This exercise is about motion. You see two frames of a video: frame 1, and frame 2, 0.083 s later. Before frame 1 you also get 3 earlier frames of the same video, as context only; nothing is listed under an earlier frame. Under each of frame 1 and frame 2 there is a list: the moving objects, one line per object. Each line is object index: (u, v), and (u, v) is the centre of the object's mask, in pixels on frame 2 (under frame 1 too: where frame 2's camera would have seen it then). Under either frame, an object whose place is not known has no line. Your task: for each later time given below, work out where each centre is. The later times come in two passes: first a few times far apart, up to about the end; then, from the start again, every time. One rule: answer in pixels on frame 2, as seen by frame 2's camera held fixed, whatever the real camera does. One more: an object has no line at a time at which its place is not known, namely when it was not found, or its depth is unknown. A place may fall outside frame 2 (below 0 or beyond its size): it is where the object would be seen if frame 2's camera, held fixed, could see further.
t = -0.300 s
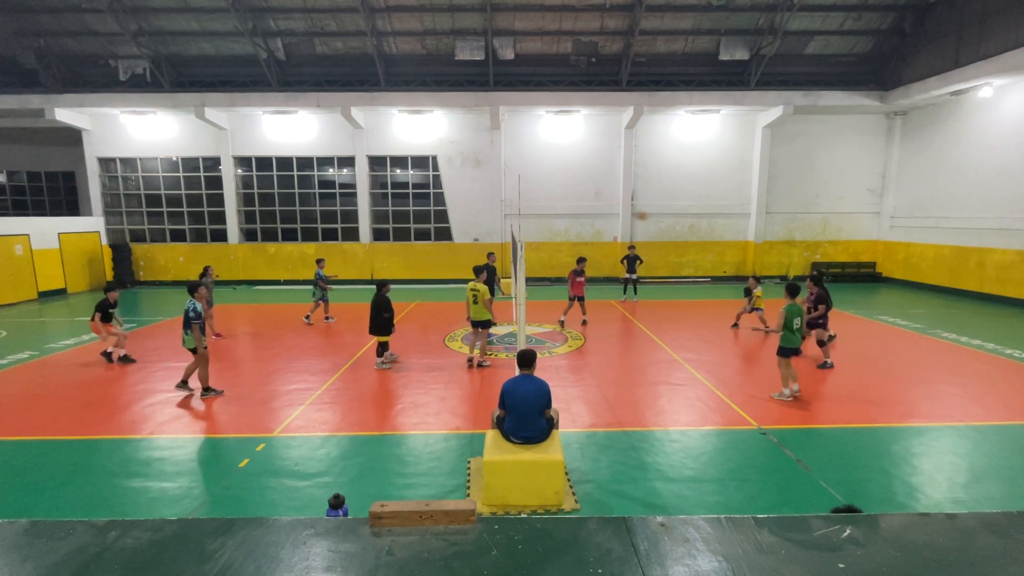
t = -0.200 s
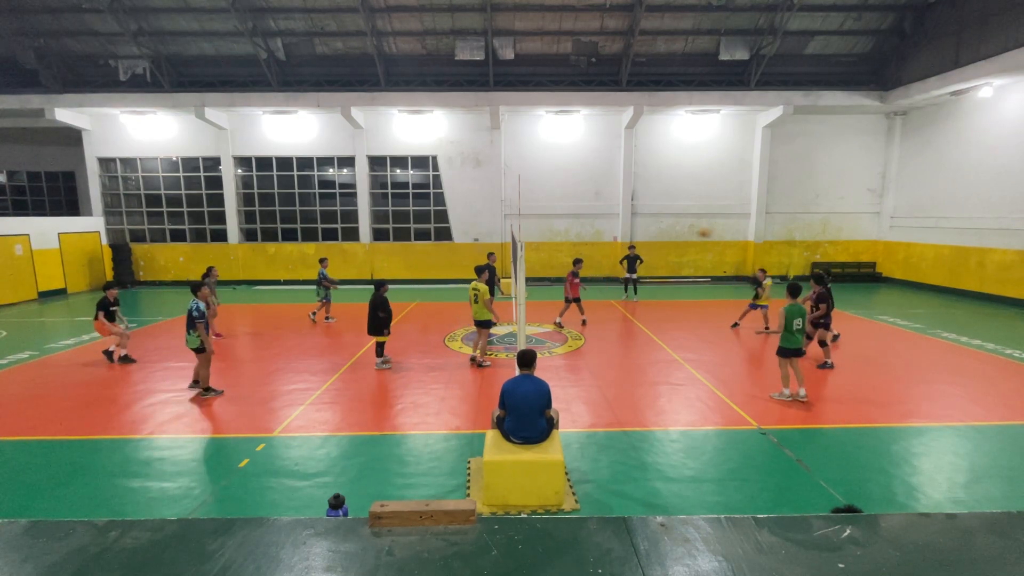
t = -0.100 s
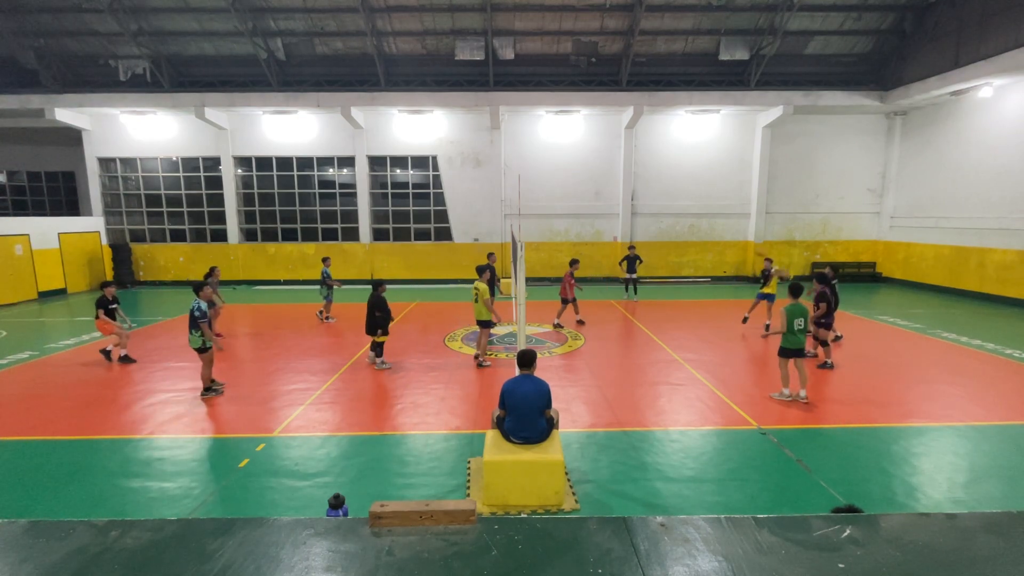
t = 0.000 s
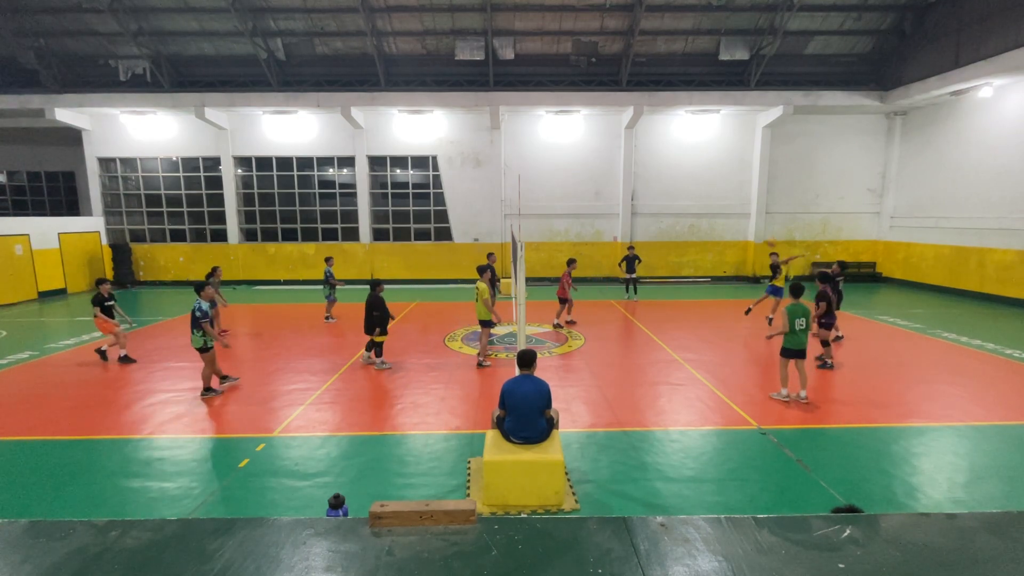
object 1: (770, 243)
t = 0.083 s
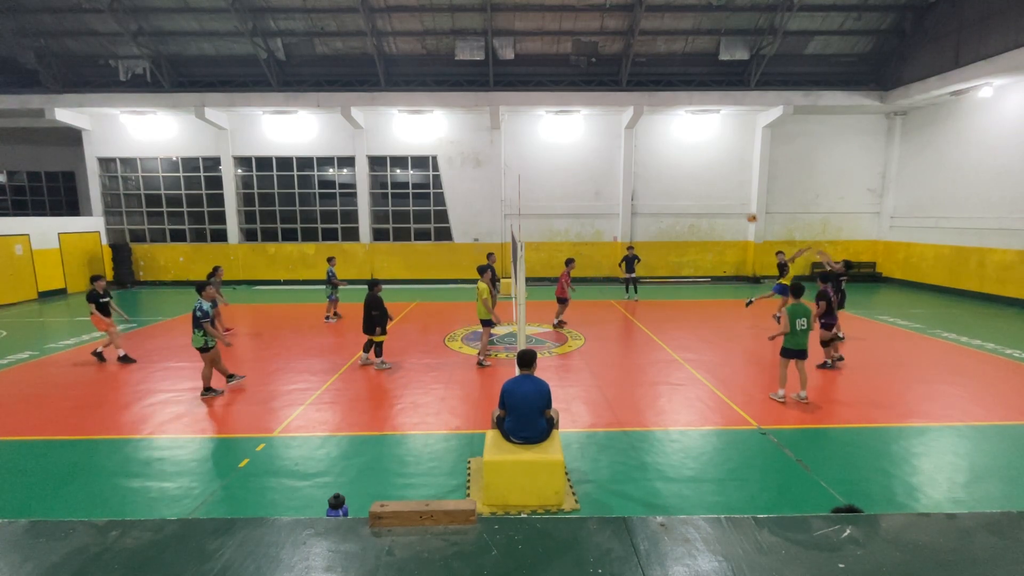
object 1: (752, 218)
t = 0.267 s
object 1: (710, 177)
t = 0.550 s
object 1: (651, 150)
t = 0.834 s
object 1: (598, 160)
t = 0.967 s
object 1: (576, 175)
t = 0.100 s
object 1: (747, 214)
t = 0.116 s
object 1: (743, 209)
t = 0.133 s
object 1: (740, 205)
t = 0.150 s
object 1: (736, 201)
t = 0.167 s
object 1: (733, 197)
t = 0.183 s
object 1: (729, 194)
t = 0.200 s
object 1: (725, 190)
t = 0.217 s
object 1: (721, 187)
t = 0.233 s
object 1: (718, 183)
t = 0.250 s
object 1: (714, 180)
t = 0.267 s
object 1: (710, 177)
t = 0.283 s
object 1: (707, 175)
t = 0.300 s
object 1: (703, 172)
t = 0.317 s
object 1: (699, 170)
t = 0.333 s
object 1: (696, 167)
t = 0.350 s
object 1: (693, 165)
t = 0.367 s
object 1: (689, 163)
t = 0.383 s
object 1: (685, 161)
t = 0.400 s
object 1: (682, 159)
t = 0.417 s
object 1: (678, 158)
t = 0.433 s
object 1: (675, 156)
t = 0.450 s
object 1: (671, 155)
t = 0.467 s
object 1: (668, 154)
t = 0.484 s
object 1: (665, 153)
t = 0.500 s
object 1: (661, 152)
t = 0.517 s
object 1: (658, 151)
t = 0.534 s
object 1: (654, 150)
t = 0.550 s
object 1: (651, 150)
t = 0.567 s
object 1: (647, 150)
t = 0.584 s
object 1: (644, 149)
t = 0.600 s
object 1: (641, 149)
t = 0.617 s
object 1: (638, 149)
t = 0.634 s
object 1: (635, 149)
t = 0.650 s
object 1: (631, 149)
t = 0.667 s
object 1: (629, 149)
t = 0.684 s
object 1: (626, 150)
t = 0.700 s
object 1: (623, 151)
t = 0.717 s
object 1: (619, 152)
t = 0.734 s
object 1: (616, 152)
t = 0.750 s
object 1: (613, 153)
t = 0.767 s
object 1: (610, 154)
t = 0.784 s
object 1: (607, 155)
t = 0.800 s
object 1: (604, 157)
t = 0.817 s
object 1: (601, 158)
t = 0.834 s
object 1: (598, 160)
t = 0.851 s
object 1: (596, 161)
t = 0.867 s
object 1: (592, 163)
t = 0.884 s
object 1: (589, 165)
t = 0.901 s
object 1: (587, 167)
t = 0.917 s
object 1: (584, 169)
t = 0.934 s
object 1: (581, 171)
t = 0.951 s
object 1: (579, 173)
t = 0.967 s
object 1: (576, 175)
